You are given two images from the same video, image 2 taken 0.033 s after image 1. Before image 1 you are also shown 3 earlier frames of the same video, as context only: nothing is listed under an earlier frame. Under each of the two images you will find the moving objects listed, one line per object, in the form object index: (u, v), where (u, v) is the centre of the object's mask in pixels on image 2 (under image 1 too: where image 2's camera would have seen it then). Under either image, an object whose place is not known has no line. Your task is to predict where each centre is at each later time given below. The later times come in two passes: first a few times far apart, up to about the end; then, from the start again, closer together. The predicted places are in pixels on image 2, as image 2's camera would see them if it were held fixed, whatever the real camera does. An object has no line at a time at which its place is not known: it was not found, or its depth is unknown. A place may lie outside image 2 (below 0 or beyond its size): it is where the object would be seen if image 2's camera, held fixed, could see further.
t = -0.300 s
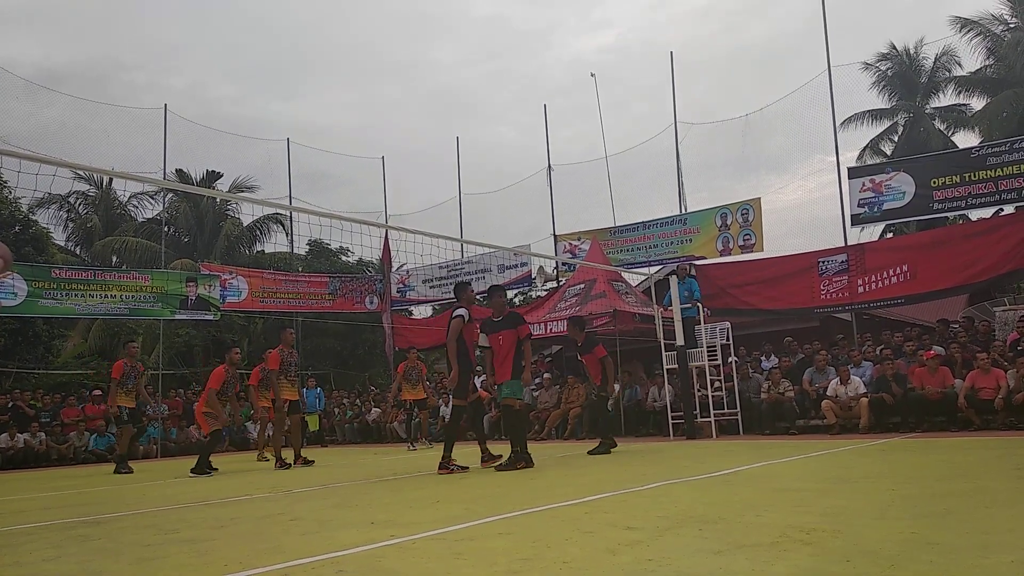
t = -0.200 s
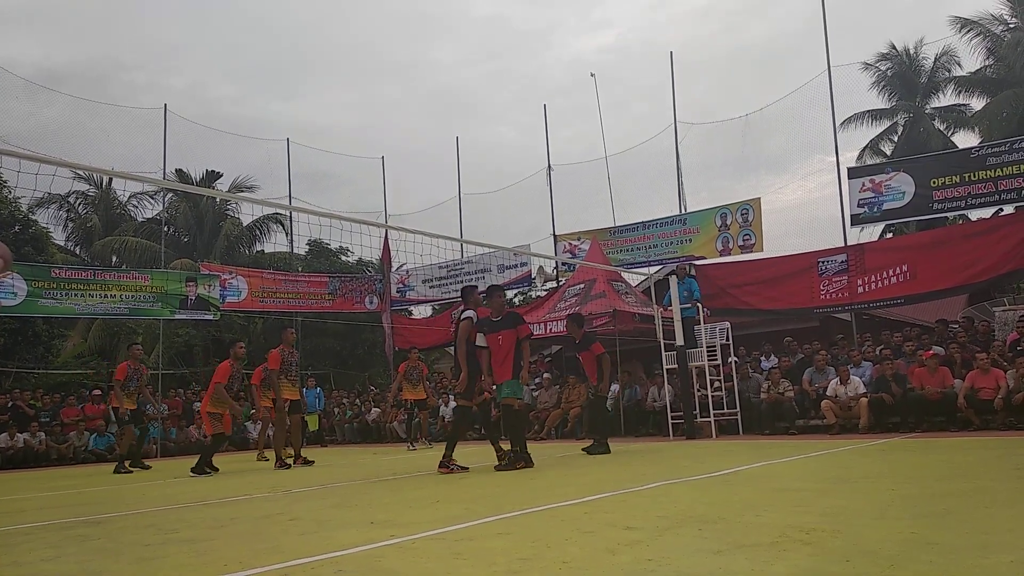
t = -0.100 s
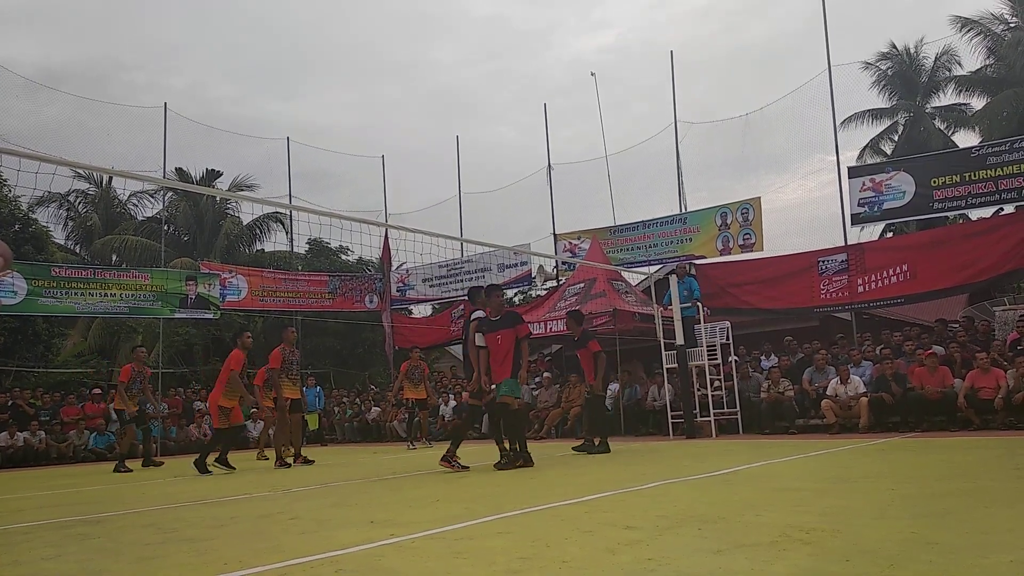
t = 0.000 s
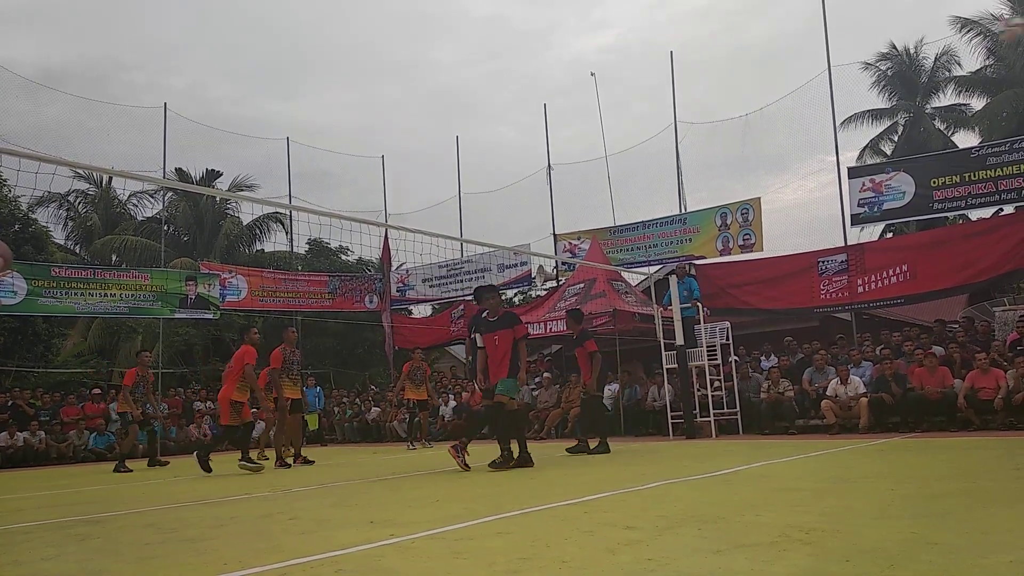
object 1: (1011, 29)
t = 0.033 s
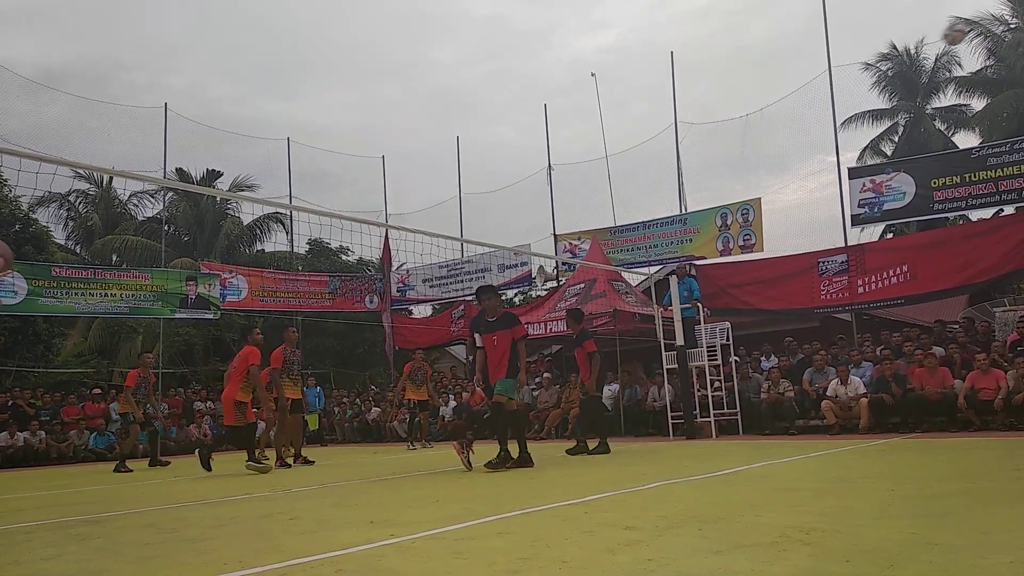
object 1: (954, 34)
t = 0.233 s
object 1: (686, 81)
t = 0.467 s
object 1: (471, 155)
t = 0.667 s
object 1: (333, 228)
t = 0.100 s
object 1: (854, 46)
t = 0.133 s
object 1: (808, 54)
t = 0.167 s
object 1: (765, 63)
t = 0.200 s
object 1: (724, 71)
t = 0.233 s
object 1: (686, 81)
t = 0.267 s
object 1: (651, 91)
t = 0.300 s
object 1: (617, 101)
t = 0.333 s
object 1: (584, 111)
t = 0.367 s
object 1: (554, 122)
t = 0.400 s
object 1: (525, 133)
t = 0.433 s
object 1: (498, 144)
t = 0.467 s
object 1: (471, 155)
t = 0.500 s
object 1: (445, 166)
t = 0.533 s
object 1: (421, 178)
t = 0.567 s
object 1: (398, 190)
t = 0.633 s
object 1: (354, 212)
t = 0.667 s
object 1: (333, 228)
